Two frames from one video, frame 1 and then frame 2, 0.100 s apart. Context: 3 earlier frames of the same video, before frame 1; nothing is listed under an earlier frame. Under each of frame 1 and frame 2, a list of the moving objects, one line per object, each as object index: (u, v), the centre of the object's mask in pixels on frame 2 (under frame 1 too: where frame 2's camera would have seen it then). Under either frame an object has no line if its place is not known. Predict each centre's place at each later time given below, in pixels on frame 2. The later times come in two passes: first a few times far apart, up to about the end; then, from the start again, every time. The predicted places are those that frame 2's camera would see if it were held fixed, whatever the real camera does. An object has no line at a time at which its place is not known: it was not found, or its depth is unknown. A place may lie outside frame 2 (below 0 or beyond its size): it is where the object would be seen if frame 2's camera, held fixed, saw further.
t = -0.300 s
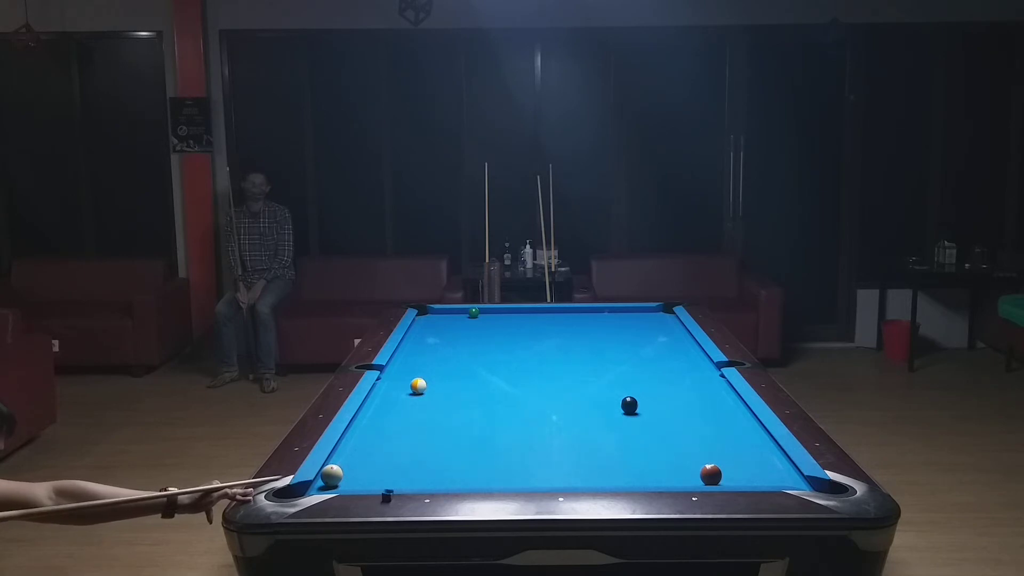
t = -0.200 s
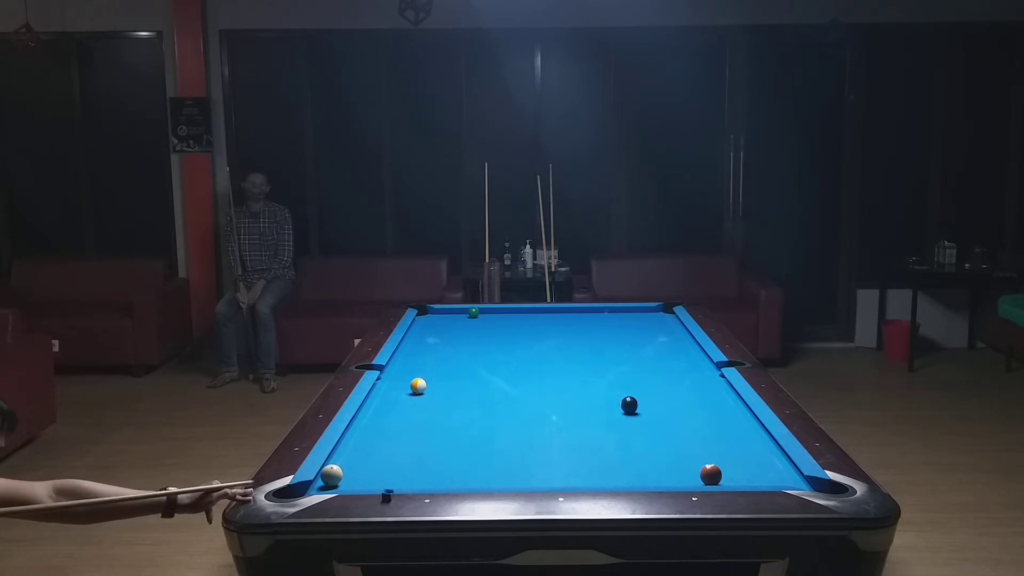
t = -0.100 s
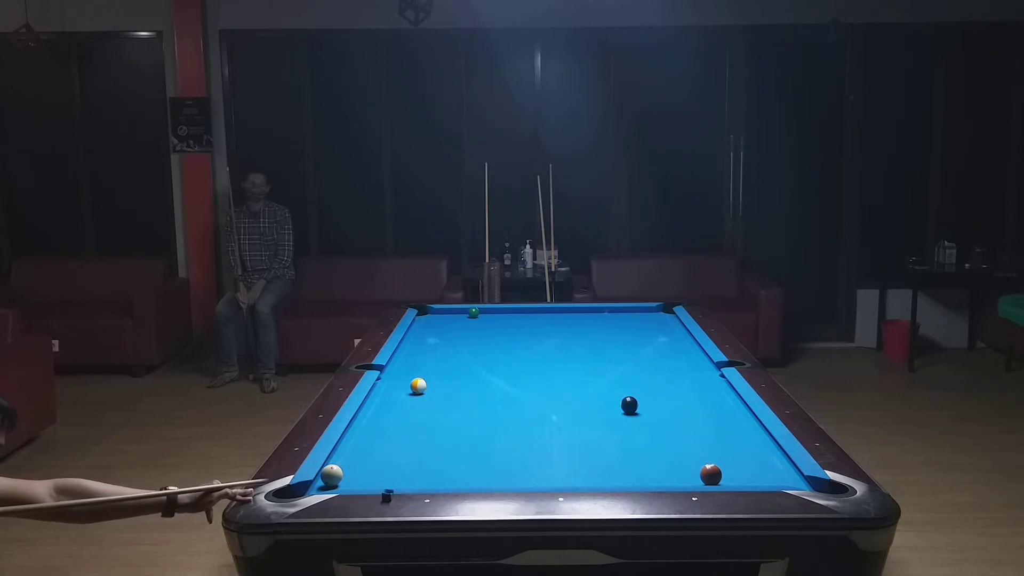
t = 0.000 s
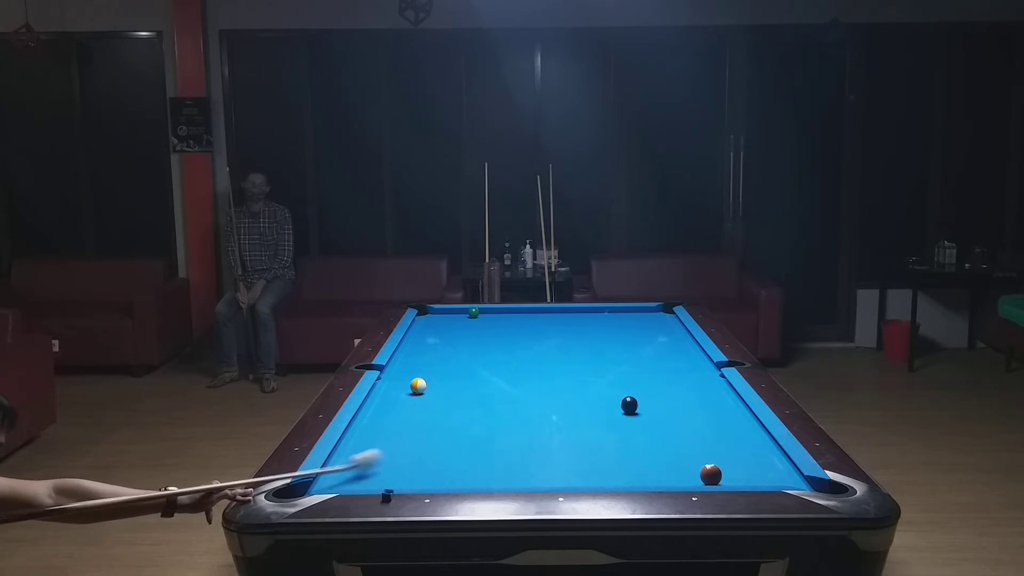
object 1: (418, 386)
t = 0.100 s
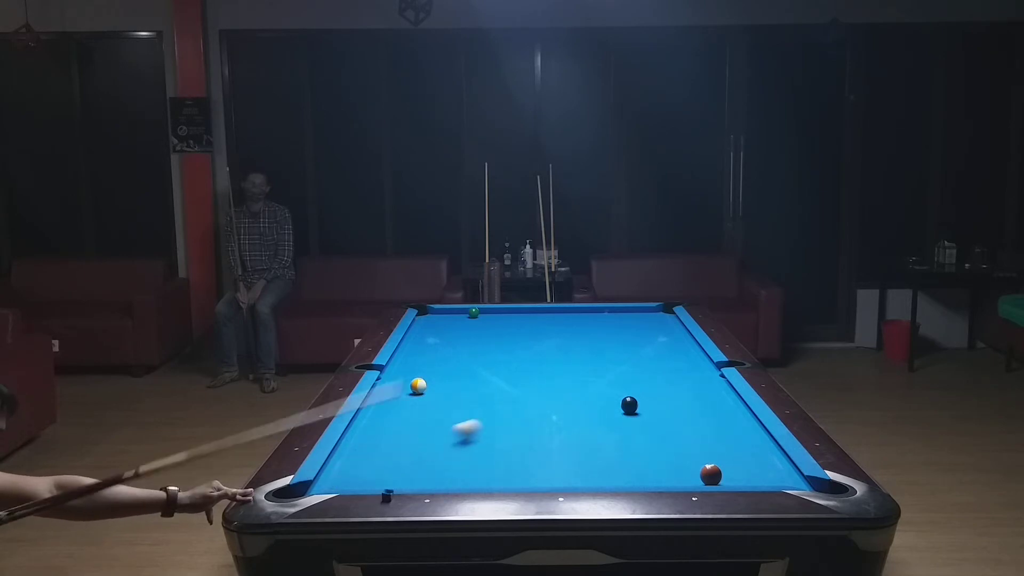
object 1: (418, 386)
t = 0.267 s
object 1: (418, 386)
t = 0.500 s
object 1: (418, 386)
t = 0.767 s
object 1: (418, 383)
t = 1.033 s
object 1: (418, 386)
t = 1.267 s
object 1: (418, 384)
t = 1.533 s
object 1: (418, 386)
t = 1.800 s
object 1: (418, 386)
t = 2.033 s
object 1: (418, 386)
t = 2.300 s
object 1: (418, 386)
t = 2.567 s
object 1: (418, 386)
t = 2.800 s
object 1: (419, 387)
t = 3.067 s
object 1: (441, 391)
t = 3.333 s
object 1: (460, 396)
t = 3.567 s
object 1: (477, 399)
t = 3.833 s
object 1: (496, 404)
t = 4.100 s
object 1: (513, 407)
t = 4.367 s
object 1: (531, 411)
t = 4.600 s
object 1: (544, 414)
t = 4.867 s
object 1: (559, 417)
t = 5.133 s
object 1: (573, 420)
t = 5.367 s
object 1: (584, 423)
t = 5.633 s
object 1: (596, 425)
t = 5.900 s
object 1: (606, 427)
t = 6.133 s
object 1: (614, 429)
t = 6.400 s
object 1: (621, 430)
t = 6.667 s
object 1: (626, 432)
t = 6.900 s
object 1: (630, 433)
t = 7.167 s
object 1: (633, 433)
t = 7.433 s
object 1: (634, 433)
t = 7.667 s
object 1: (634, 433)
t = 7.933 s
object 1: (634, 433)
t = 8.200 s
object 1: (634, 433)
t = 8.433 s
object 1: (634, 433)
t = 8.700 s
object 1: (634, 433)
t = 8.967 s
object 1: (634, 433)
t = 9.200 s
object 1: (634, 433)
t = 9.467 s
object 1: (635, 433)
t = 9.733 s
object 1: (635, 433)
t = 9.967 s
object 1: (635, 433)
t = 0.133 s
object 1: (418, 386)
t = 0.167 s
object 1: (418, 386)
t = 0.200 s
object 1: (418, 386)
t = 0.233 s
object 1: (418, 386)
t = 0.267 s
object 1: (418, 386)
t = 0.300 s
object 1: (418, 386)
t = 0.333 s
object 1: (418, 386)
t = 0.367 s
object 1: (418, 386)
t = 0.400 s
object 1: (418, 386)
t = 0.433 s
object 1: (418, 386)
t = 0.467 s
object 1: (418, 386)
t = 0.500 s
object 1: (418, 386)
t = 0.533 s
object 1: (418, 386)
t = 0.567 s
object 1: (418, 386)
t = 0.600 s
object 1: (418, 387)
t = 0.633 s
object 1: (418, 387)
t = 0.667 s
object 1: (418, 387)
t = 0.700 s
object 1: (418, 388)
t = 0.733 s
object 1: (419, 387)
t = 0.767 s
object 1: (418, 383)
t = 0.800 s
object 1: (418, 386)
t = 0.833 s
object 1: (418, 386)
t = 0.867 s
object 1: (418, 386)
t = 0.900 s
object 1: (418, 386)
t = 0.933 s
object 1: (418, 387)
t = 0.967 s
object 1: (418, 386)
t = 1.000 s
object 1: (418, 386)
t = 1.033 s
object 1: (418, 386)
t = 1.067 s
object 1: (418, 386)
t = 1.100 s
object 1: (418, 386)
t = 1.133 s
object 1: (418, 386)
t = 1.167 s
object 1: (418, 386)
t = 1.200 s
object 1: (418, 386)
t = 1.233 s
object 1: (418, 386)
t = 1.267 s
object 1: (418, 384)
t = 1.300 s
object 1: (418, 386)
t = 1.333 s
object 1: (418, 388)
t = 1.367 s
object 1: (418, 387)
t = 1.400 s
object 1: (418, 387)
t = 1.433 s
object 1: (418, 386)
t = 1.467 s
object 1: (418, 386)
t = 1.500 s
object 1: (418, 386)
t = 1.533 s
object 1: (418, 386)
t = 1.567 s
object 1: (418, 386)
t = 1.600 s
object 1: (418, 386)
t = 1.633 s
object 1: (418, 386)
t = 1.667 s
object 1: (418, 386)
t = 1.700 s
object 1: (418, 386)
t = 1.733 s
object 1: (418, 386)
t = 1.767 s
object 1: (418, 386)
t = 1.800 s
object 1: (418, 386)
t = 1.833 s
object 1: (418, 386)
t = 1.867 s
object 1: (418, 386)
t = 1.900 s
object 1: (418, 386)
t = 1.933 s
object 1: (418, 386)
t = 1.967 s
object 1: (418, 386)
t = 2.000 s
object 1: (418, 386)
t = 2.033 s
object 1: (418, 386)
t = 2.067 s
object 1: (418, 386)
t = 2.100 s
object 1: (418, 386)
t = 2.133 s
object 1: (418, 386)
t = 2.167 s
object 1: (418, 386)
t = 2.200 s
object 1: (418, 386)
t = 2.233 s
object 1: (418, 386)
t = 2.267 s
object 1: (418, 386)
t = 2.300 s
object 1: (418, 386)
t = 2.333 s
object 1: (418, 386)
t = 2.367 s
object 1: (418, 386)
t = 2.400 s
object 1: (418, 386)
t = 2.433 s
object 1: (418, 386)
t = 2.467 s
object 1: (418, 386)
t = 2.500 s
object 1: (418, 386)
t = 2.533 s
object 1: (418, 386)
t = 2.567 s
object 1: (418, 386)
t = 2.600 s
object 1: (418, 386)
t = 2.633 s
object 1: (418, 386)
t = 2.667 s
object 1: (418, 386)
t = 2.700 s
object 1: (418, 387)
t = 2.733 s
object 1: (418, 387)
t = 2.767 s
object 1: (418, 386)
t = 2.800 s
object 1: (419, 387)
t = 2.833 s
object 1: (423, 387)
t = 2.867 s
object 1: (425, 388)
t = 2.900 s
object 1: (428, 388)
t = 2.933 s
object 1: (431, 389)
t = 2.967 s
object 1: (433, 389)
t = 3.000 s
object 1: (436, 390)
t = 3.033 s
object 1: (438, 391)
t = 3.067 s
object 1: (441, 391)
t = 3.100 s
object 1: (443, 392)
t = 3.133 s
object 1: (446, 392)
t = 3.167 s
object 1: (448, 393)
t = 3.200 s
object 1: (451, 393)
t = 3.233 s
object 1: (453, 394)
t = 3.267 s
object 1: (456, 395)
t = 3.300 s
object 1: (458, 395)
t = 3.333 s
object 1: (460, 396)
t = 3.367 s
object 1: (463, 396)
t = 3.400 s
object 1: (465, 397)
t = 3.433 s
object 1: (468, 397)
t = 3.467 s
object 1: (470, 398)
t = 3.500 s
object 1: (473, 398)
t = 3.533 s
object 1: (475, 399)
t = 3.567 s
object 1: (477, 399)
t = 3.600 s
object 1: (480, 400)
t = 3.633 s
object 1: (482, 400)
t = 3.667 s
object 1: (484, 401)
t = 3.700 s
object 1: (487, 401)
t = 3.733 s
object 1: (489, 402)
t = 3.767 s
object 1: (491, 403)
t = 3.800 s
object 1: (494, 403)
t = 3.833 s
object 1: (496, 404)
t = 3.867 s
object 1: (498, 404)
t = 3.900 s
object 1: (500, 404)
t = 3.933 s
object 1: (503, 405)
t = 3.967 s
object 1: (505, 406)
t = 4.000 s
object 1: (507, 406)
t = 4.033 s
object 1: (509, 407)
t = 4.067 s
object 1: (511, 407)
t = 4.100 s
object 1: (513, 407)
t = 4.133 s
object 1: (516, 408)
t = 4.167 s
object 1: (518, 408)
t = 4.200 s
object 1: (520, 409)
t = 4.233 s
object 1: (522, 409)
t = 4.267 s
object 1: (524, 410)
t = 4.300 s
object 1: (526, 410)
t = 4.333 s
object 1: (528, 411)
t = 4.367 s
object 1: (531, 411)
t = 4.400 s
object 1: (533, 412)
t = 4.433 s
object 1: (535, 412)
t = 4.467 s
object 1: (536, 412)
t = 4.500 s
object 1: (538, 413)
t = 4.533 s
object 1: (540, 413)
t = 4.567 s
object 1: (542, 414)
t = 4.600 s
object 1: (544, 414)
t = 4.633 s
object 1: (546, 414)
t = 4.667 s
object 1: (548, 415)
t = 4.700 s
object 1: (550, 415)
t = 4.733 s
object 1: (552, 416)
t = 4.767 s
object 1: (554, 416)
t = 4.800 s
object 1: (556, 416)
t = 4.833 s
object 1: (557, 417)
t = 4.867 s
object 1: (559, 417)
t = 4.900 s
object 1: (561, 418)
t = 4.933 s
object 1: (563, 418)
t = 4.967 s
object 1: (565, 418)
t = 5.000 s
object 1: (566, 419)
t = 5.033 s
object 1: (568, 419)
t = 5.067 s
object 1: (570, 419)
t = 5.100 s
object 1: (572, 420)
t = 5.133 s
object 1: (573, 420)
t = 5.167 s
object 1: (575, 420)
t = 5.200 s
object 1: (576, 421)
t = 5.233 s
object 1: (578, 421)
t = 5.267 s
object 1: (579, 422)
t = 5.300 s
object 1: (581, 422)
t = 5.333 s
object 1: (583, 422)
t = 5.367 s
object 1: (584, 423)
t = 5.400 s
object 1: (586, 423)
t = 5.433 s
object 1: (587, 423)
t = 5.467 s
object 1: (589, 424)
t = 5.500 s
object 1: (590, 424)
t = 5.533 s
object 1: (591, 424)
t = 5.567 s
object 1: (593, 424)
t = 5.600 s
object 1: (594, 424)
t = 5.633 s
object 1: (596, 425)
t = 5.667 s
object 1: (597, 425)
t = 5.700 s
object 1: (598, 426)
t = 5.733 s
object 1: (600, 426)
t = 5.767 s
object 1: (601, 426)
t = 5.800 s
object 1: (602, 426)
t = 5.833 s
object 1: (603, 427)
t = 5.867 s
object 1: (605, 427)
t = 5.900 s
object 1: (606, 427)
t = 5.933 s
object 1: (607, 427)
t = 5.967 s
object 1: (608, 428)
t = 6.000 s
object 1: (609, 428)
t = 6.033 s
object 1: (610, 428)
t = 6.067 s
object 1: (611, 428)
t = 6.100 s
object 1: (613, 429)
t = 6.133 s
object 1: (614, 429)
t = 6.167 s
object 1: (615, 429)
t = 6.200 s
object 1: (616, 429)
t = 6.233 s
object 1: (616, 430)
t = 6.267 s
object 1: (617, 430)
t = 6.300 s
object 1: (618, 430)
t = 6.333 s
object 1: (619, 430)
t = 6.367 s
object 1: (620, 430)
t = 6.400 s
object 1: (621, 430)
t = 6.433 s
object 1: (621, 431)
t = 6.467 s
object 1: (622, 431)
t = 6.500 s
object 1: (623, 431)
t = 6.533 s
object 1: (624, 431)
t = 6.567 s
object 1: (624, 431)
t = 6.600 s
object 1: (625, 432)
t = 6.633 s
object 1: (626, 432)
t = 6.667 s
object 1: (626, 432)
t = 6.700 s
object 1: (627, 432)
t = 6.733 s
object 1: (628, 432)
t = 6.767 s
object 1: (628, 432)
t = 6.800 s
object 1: (629, 432)
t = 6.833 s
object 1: (629, 433)
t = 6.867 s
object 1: (630, 433)
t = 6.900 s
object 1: (630, 433)
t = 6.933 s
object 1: (630, 433)
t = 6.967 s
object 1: (631, 433)
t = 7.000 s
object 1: (631, 433)
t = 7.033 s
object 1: (632, 433)
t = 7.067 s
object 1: (632, 433)
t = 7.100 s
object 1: (632, 433)
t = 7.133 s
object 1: (633, 433)
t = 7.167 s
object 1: (633, 433)
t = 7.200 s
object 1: (633, 433)
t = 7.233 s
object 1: (634, 433)
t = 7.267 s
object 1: (634, 433)
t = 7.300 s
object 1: (634, 433)
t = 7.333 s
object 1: (634, 433)
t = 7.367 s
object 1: (634, 433)
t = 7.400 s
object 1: (634, 433)
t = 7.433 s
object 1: (634, 433)
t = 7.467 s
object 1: (634, 433)
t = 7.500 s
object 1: (635, 433)
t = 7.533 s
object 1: (635, 433)
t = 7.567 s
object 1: (635, 433)
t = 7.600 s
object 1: (634, 433)
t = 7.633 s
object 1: (634, 433)
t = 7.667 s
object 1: (634, 433)
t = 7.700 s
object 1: (634, 433)
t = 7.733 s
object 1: (634, 433)
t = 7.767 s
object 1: (634, 433)
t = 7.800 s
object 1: (634, 433)
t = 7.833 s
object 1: (634, 433)
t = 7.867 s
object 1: (634, 433)
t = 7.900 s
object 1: (634, 433)
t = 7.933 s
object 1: (634, 433)
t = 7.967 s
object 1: (634, 433)
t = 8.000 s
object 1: (634, 433)
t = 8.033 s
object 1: (634, 433)
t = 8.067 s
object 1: (634, 433)
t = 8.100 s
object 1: (634, 433)
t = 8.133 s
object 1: (634, 433)
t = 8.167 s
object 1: (634, 433)
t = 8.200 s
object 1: (634, 433)
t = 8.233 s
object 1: (634, 433)
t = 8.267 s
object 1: (634, 433)
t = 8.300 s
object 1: (634, 433)
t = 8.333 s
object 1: (634, 433)
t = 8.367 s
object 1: (634, 433)
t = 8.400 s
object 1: (634, 433)
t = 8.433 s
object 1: (634, 433)
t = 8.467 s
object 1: (634, 433)
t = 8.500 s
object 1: (634, 433)
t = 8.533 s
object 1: (634, 433)
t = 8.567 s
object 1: (634, 433)
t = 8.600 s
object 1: (634, 433)
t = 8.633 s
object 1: (634, 433)
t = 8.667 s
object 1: (634, 433)
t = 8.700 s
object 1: (634, 433)
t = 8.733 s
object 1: (634, 433)
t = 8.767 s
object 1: (634, 433)
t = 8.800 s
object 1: (634, 433)
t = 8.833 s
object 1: (634, 433)
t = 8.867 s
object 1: (634, 433)
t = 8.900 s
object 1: (634, 433)
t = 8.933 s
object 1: (634, 433)
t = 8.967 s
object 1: (634, 433)
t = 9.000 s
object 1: (634, 433)
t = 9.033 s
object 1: (634, 433)
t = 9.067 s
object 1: (634, 433)
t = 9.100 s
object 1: (634, 433)
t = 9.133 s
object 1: (634, 433)
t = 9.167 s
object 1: (634, 433)
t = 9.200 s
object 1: (634, 433)
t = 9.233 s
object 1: (634, 433)
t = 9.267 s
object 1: (634, 433)
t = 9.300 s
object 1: (635, 433)
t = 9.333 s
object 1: (635, 433)
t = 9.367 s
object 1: (635, 433)
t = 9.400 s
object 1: (635, 433)
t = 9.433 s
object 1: (634, 433)
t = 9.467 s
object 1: (635, 433)
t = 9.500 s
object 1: (634, 433)
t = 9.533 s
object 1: (635, 433)
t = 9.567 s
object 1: (634, 433)
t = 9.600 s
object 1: (635, 433)
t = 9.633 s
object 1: (635, 433)
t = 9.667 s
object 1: (634, 433)
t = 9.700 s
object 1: (635, 433)
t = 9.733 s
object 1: (635, 433)
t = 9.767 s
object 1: (635, 433)
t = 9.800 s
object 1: (635, 433)
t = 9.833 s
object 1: (634, 433)
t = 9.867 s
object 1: (635, 433)
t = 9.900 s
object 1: (635, 433)
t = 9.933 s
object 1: (634, 433)
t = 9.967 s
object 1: (635, 433)
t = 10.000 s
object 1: (635, 433)
